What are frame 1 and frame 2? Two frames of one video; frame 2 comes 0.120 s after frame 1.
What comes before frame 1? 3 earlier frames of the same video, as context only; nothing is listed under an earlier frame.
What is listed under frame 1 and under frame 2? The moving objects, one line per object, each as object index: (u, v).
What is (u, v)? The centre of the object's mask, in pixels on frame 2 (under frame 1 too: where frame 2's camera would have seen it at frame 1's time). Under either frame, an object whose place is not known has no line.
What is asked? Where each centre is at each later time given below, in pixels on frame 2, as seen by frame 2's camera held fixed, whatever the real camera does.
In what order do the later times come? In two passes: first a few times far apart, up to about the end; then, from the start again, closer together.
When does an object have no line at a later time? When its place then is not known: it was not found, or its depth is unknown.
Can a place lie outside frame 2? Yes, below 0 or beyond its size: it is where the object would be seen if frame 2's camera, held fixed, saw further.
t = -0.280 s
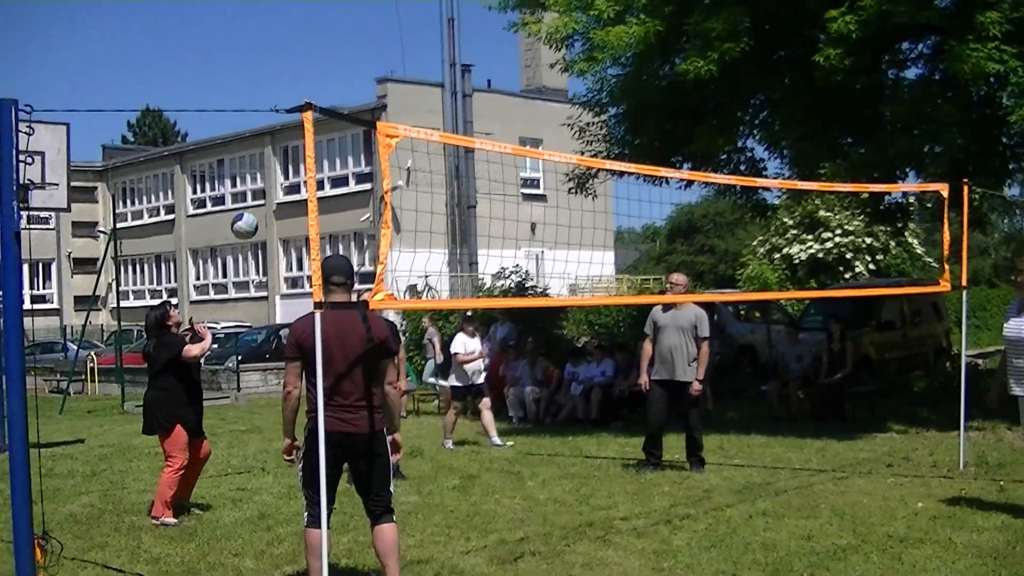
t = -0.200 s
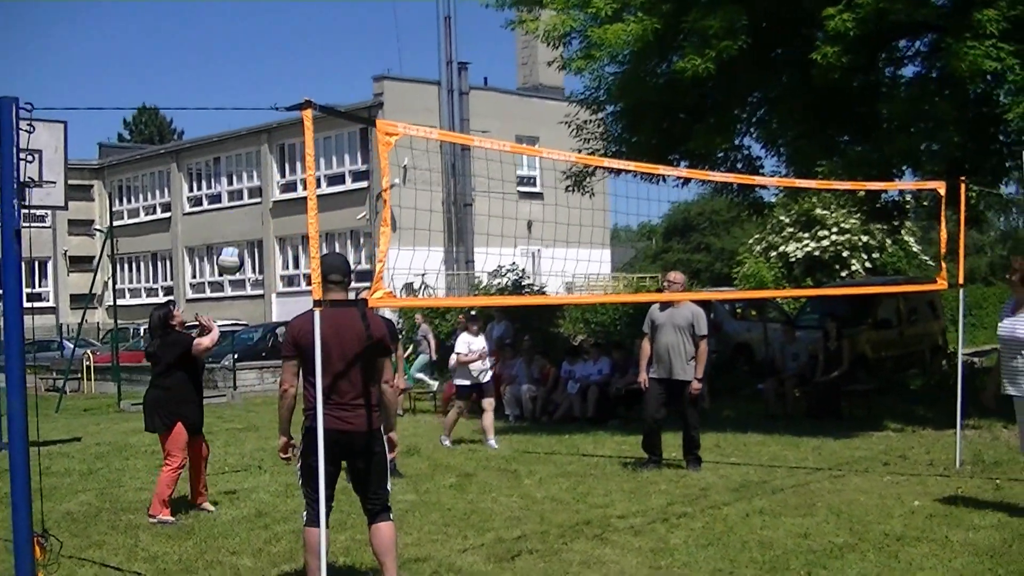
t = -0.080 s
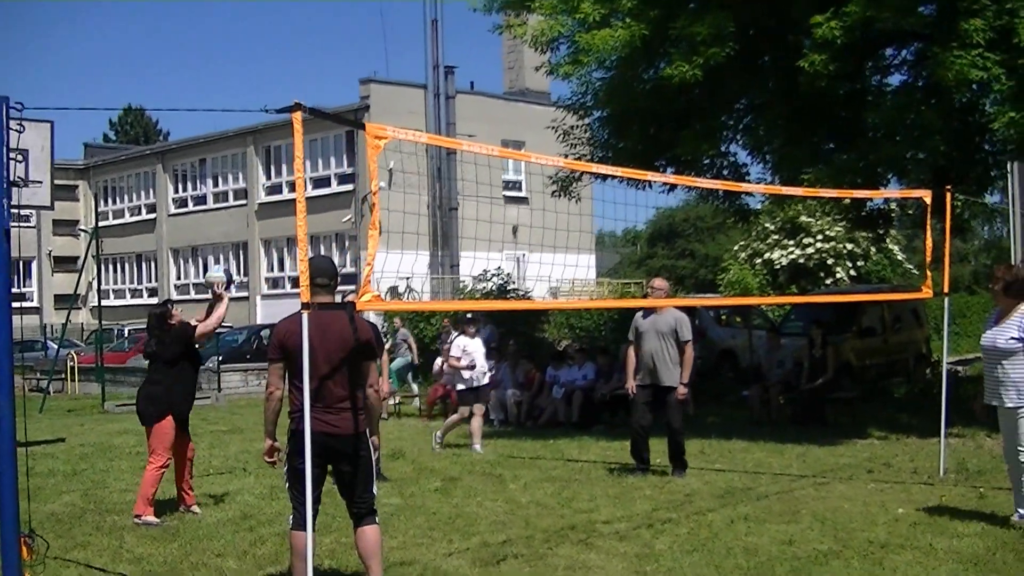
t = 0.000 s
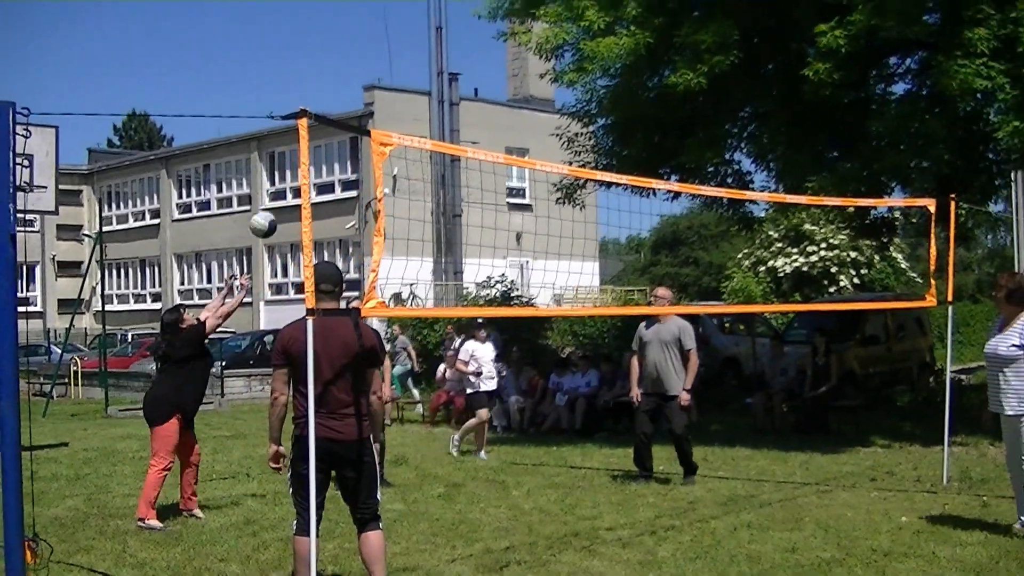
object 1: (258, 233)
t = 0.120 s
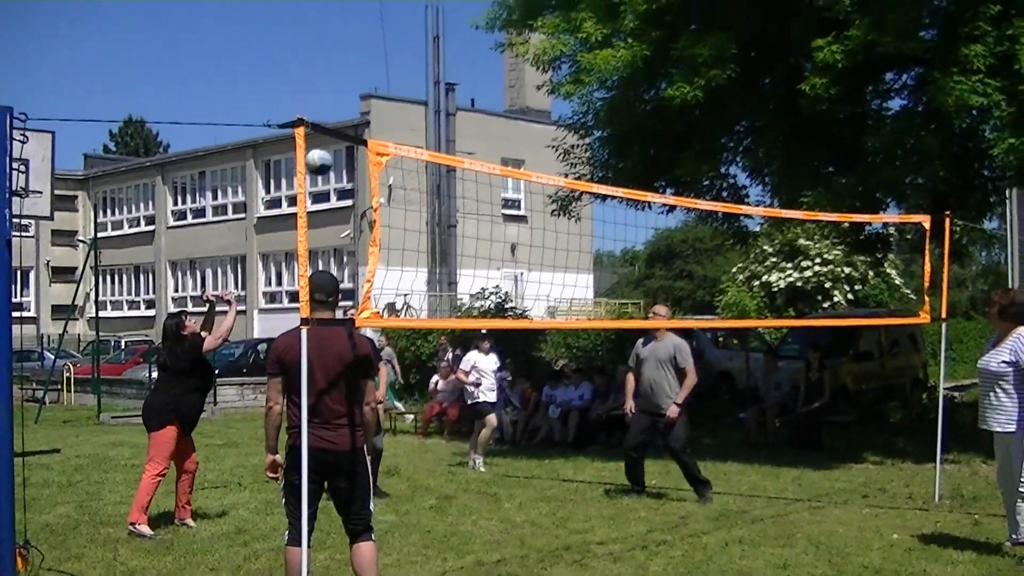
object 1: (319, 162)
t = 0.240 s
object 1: (376, 112)
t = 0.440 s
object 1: (470, 73)
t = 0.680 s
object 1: (572, 90)
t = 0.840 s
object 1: (637, 137)
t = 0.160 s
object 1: (337, 146)
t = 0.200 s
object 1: (358, 125)
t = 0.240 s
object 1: (376, 112)
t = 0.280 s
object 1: (396, 100)
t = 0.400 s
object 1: (453, 77)
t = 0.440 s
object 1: (470, 73)
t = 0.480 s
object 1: (487, 71)
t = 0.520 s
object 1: (504, 72)
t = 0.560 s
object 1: (522, 73)
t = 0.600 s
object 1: (540, 77)
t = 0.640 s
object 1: (555, 83)
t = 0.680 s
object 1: (572, 90)
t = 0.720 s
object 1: (588, 98)
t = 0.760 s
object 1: (605, 110)
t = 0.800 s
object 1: (621, 123)
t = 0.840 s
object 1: (637, 137)
